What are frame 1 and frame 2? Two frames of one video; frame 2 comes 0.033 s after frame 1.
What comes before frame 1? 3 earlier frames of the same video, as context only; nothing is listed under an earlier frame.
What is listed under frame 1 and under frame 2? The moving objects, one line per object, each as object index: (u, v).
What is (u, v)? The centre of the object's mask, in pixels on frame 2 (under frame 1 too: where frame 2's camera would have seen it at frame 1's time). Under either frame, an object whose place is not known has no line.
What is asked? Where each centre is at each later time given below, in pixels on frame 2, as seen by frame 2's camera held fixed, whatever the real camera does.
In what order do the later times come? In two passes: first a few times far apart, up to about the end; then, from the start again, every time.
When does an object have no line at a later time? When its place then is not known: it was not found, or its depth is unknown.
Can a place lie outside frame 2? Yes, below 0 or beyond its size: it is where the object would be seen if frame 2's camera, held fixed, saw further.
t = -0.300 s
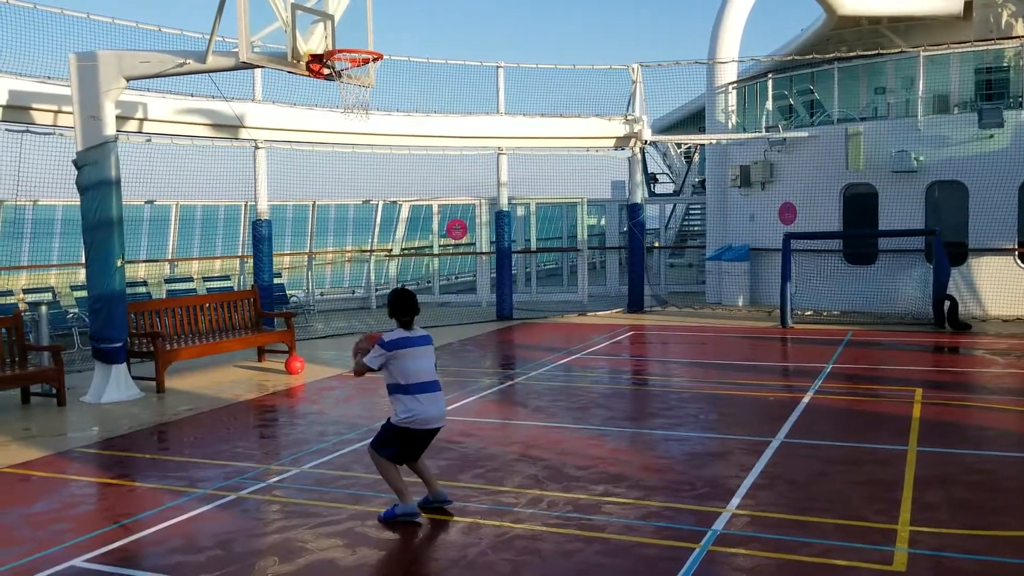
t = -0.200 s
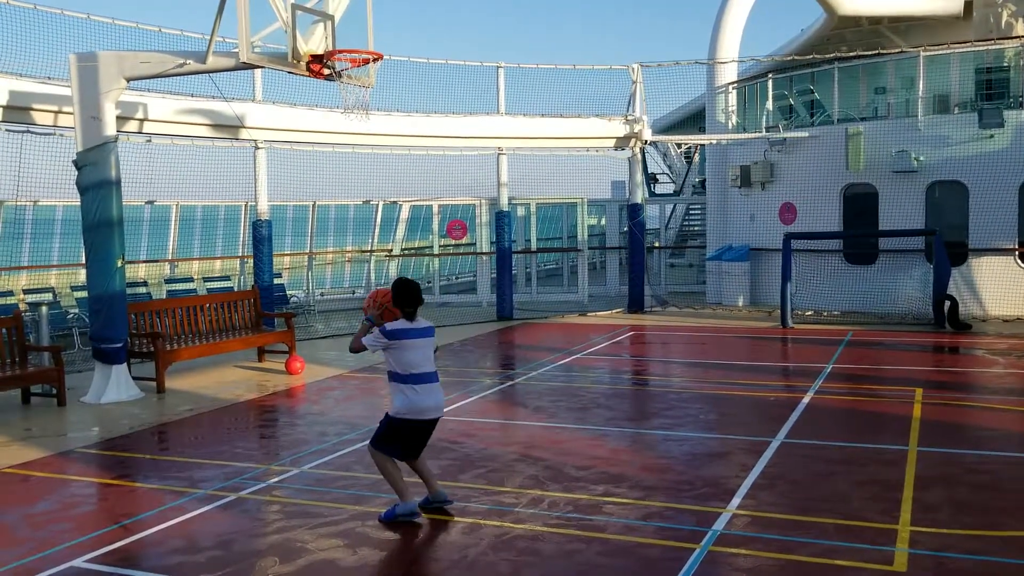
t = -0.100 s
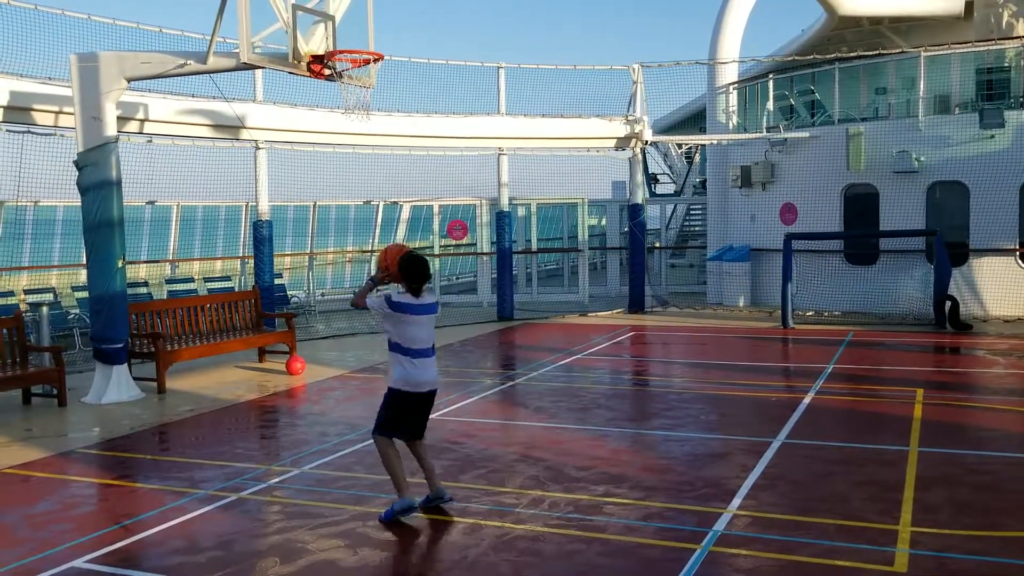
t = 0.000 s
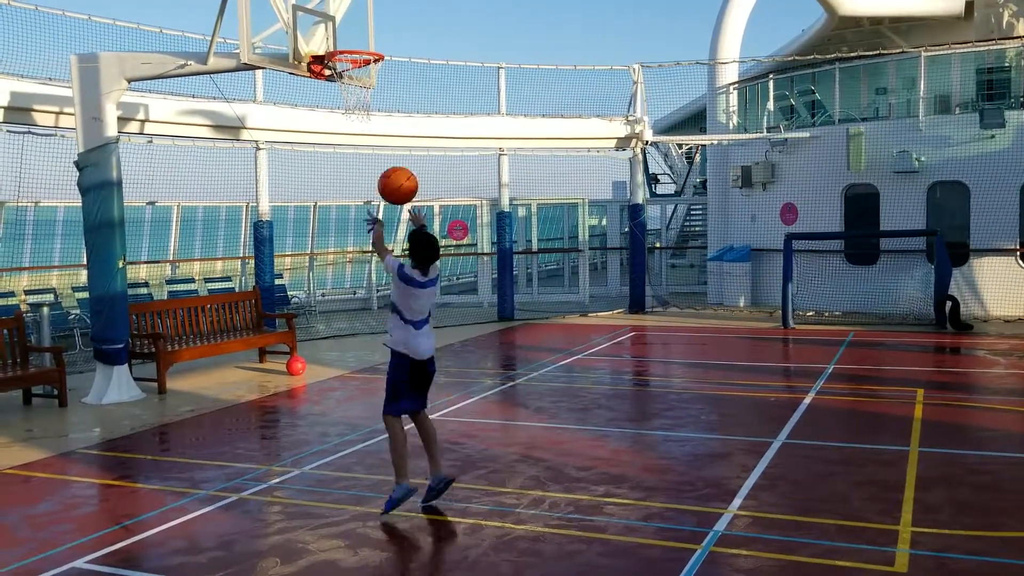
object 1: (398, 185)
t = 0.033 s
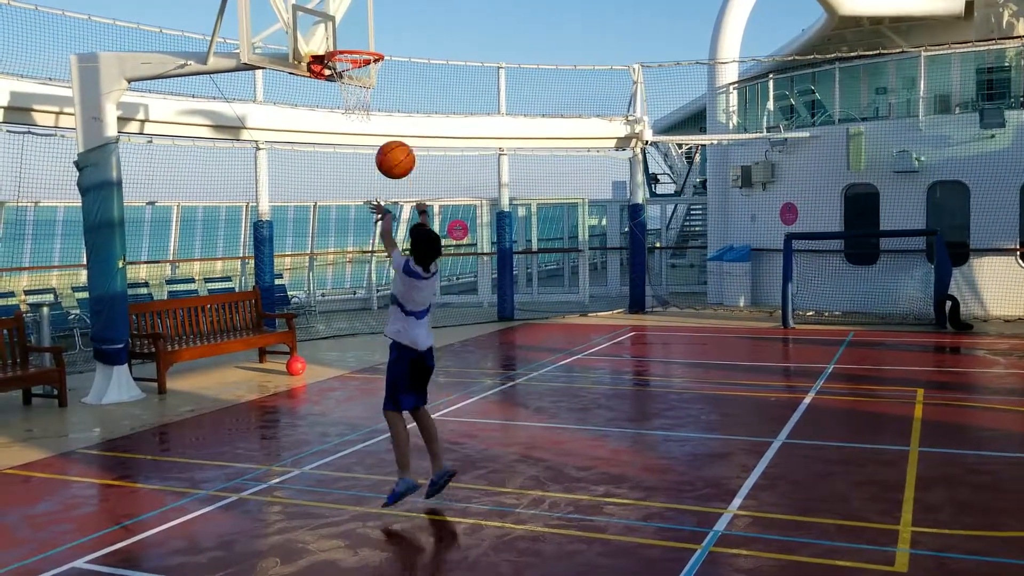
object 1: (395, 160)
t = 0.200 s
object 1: (385, 62)
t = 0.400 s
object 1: (374, 11)
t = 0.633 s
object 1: (366, 23)
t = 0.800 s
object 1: (361, 74)
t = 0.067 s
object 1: (393, 136)
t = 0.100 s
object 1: (391, 114)
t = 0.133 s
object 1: (388, 95)
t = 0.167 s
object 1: (386, 77)
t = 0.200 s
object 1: (385, 62)
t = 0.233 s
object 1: (383, 48)
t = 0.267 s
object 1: (381, 37)
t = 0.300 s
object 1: (379, 27)
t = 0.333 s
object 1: (377, 20)
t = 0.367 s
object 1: (376, 14)
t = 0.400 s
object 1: (374, 11)
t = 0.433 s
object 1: (373, 10)
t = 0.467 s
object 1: (372, 9)
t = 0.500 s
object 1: (371, 9)
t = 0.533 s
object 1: (369, 10)
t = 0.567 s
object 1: (368, 12)
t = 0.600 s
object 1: (367, 17)
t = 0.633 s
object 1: (366, 23)
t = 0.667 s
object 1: (364, 31)
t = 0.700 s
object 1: (363, 40)
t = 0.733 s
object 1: (363, 50)
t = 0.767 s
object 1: (362, 62)
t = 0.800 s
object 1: (361, 74)
